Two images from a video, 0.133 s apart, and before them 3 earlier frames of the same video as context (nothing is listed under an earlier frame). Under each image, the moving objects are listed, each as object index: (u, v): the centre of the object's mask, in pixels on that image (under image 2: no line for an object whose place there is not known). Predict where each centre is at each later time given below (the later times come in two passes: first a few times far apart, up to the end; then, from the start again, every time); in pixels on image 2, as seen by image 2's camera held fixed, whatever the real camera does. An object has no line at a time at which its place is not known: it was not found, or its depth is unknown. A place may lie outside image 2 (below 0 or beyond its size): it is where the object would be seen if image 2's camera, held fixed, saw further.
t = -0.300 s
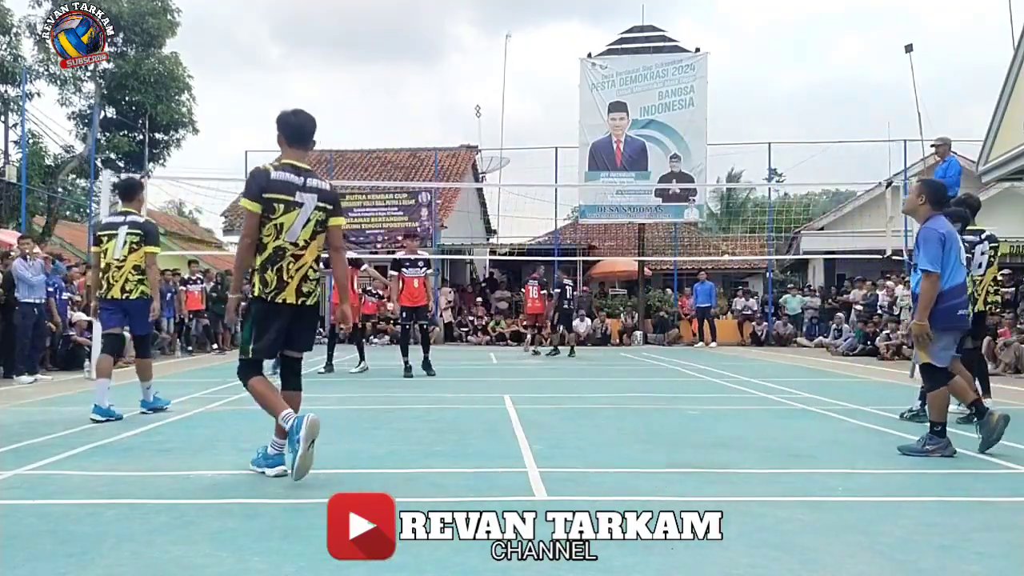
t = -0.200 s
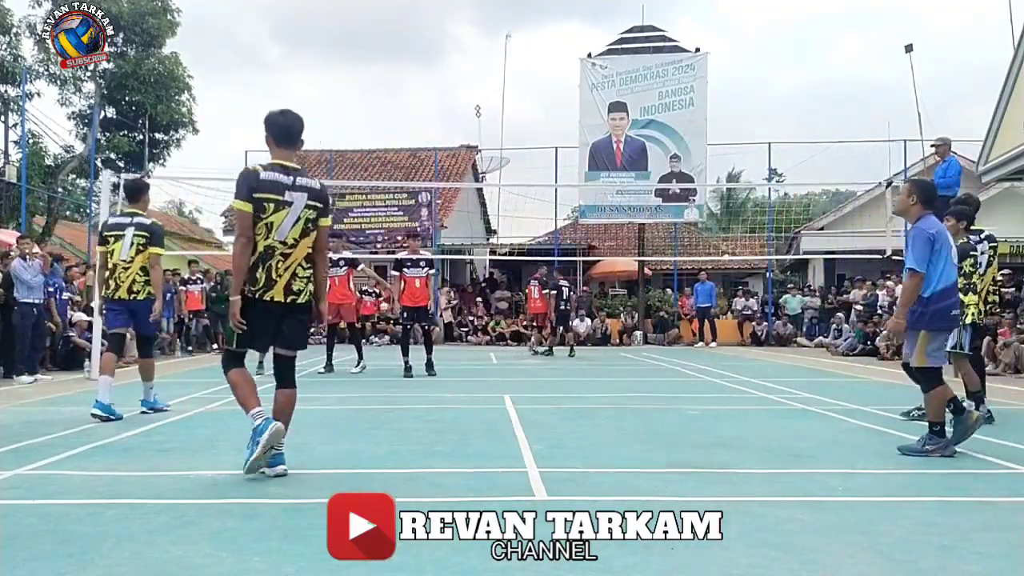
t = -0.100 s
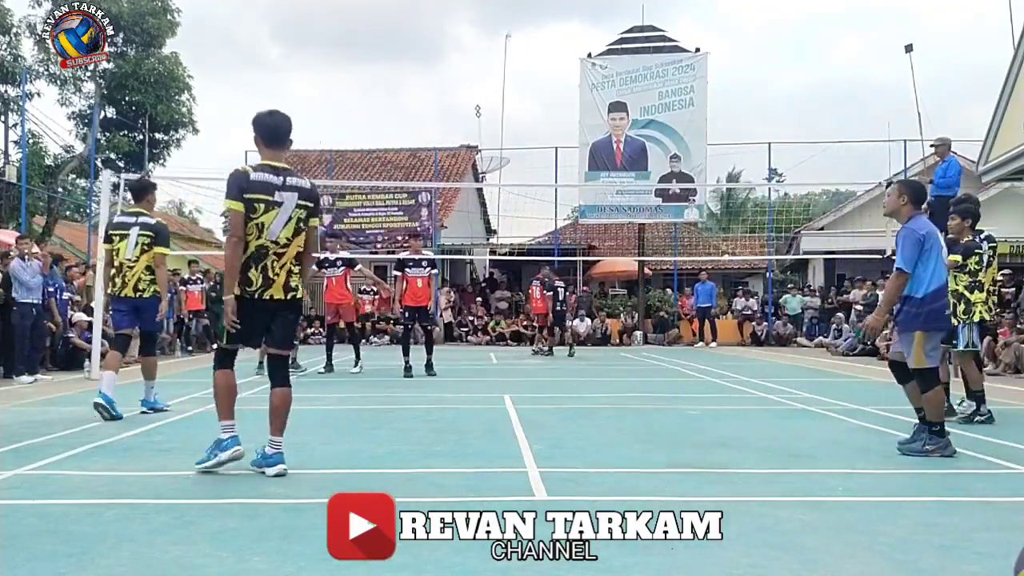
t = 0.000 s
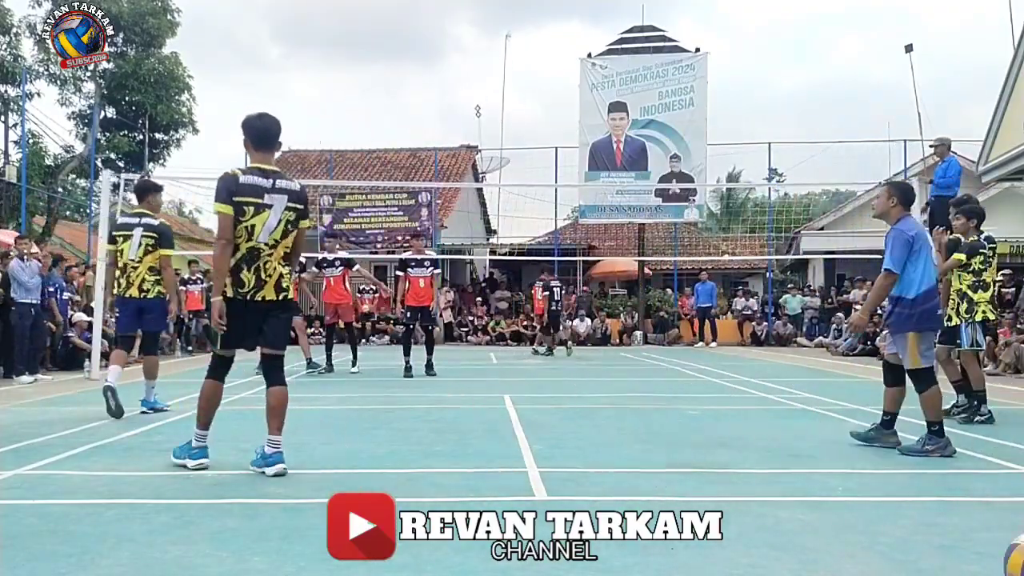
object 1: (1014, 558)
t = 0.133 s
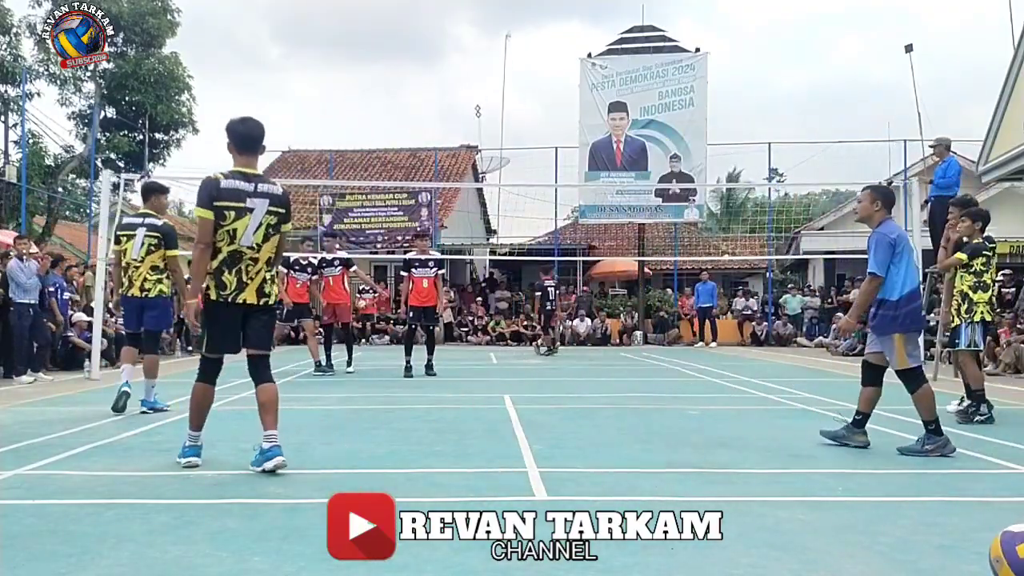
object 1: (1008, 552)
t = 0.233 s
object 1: (1004, 549)
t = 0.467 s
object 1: (994, 542)
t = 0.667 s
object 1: (984, 536)
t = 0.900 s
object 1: (963, 525)
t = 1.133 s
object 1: (943, 516)
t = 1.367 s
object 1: (926, 508)
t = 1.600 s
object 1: (911, 500)
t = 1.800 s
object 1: (900, 495)
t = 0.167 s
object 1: (1007, 551)
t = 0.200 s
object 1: (1005, 550)
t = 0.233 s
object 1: (1004, 549)
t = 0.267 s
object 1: (1002, 548)
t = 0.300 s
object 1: (1001, 547)
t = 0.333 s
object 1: (999, 545)
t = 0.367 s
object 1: (998, 544)
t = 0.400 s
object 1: (997, 544)
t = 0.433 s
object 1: (996, 543)
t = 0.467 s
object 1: (994, 542)
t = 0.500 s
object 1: (993, 541)
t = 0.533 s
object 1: (992, 540)
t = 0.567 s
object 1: (990, 540)
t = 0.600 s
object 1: (988, 538)
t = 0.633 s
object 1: (985, 536)
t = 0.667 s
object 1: (984, 536)
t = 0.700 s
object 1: (981, 534)
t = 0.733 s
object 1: (978, 533)
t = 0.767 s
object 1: (975, 531)
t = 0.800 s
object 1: (972, 530)
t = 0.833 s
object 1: (969, 528)
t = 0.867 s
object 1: (966, 526)
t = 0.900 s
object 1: (963, 525)
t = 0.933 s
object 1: (961, 524)
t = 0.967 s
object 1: (956, 522)
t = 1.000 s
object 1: (955, 521)
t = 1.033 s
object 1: (952, 519)
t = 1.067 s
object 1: (949, 518)
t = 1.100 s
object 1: (946, 517)
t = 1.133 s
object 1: (943, 516)
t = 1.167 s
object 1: (941, 515)
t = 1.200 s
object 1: (938, 513)
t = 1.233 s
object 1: (936, 512)
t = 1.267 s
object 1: (933, 511)
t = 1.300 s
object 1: (931, 510)
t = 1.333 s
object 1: (928, 509)
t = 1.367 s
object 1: (926, 508)
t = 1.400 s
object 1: (923, 506)
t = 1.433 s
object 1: (922, 505)
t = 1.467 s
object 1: (919, 504)
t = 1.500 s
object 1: (917, 503)
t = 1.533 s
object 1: (915, 502)
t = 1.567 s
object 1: (912, 501)
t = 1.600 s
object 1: (911, 500)
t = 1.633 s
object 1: (909, 499)
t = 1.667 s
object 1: (907, 498)
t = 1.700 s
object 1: (905, 497)
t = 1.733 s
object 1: (903, 497)
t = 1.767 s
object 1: (901, 496)
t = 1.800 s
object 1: (900, 495)
